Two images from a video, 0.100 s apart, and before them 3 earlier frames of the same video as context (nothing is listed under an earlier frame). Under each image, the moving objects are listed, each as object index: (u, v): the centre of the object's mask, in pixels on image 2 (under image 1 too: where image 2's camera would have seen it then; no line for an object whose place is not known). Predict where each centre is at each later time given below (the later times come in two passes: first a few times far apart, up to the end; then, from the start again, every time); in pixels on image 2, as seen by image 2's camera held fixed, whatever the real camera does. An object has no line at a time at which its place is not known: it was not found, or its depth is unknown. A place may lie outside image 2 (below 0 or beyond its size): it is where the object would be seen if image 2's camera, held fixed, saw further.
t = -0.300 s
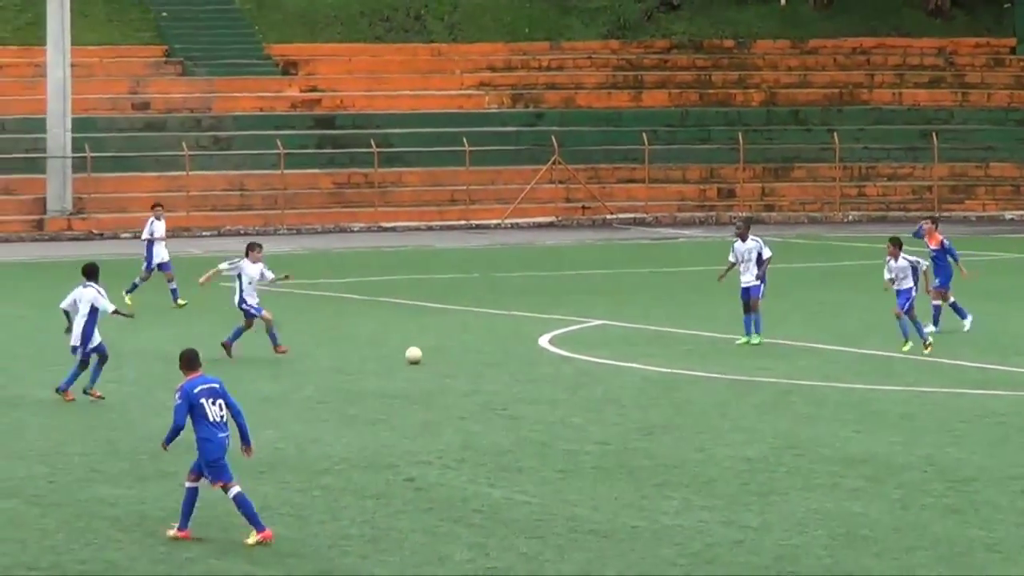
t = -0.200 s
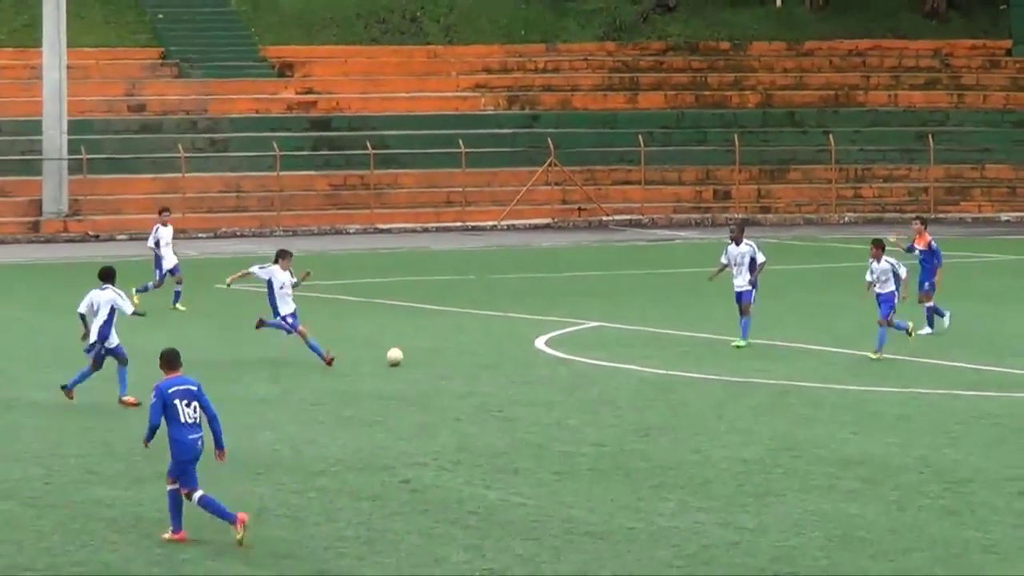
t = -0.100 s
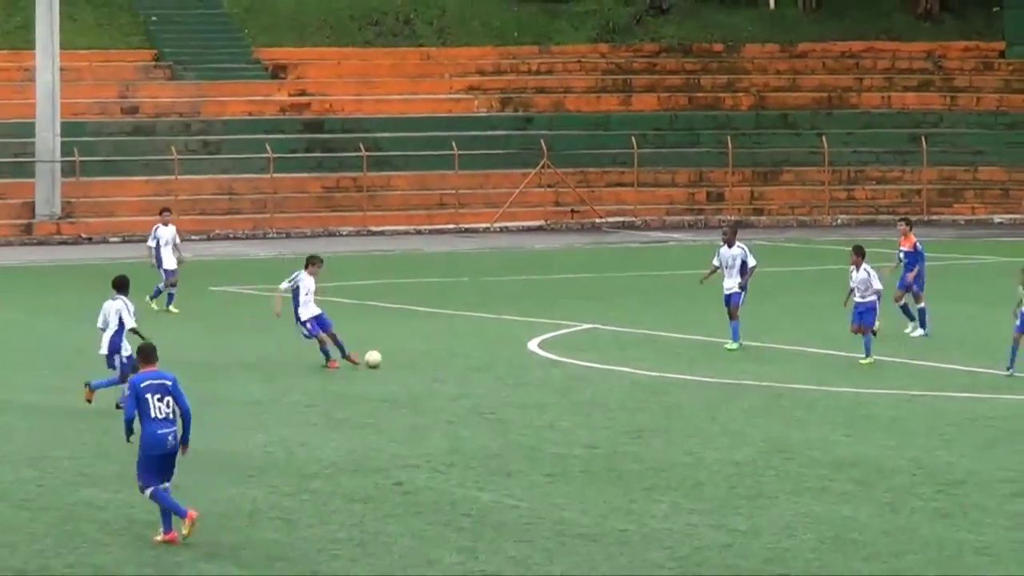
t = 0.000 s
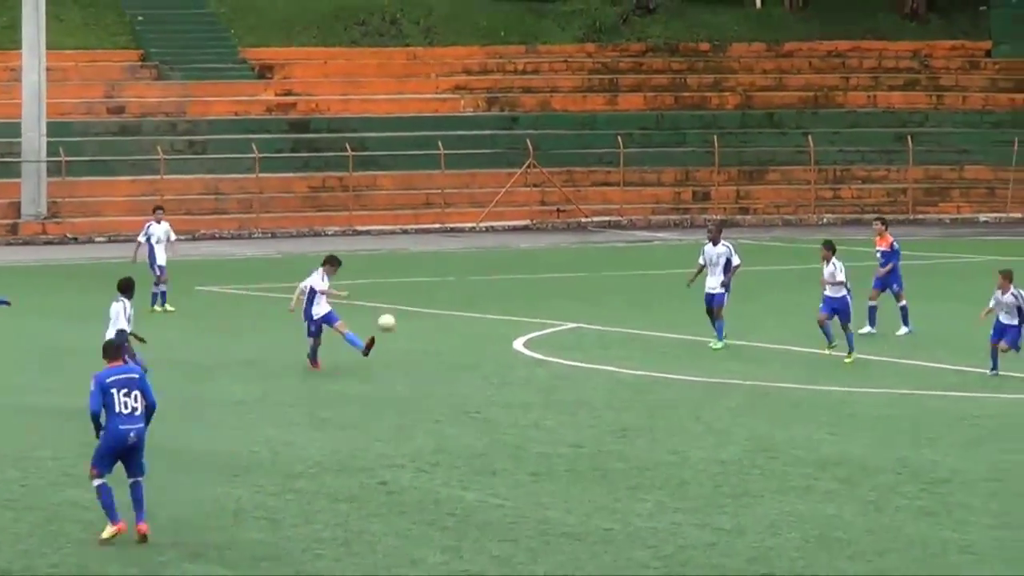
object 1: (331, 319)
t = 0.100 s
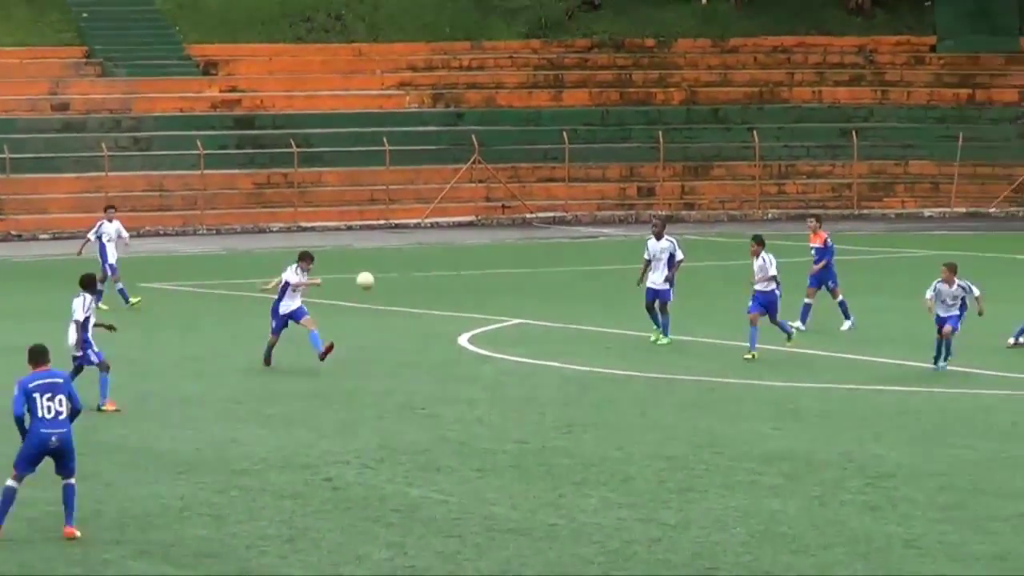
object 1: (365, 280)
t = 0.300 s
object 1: (425, 222)
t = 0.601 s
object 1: (497, 185)
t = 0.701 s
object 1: (517, 190)
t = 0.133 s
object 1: (376, 269)
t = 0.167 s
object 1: (385, 258)
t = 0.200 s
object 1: (395, 248)
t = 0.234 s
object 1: (406, 238)
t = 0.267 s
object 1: (414, 230)
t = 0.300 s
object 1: (425, 222)
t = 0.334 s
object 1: (434, 213)
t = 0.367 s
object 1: (442, 207)
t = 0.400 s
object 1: (450, 201)
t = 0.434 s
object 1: (458, 196)
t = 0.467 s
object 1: (466, 192)
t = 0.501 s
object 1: (475, 190)
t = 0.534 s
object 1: (481, 187)
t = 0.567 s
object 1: (489, 186)
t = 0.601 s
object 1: (497, 185)
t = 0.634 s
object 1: (503, 186)
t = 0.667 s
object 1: (510, 188)
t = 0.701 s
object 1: (517, 190)
